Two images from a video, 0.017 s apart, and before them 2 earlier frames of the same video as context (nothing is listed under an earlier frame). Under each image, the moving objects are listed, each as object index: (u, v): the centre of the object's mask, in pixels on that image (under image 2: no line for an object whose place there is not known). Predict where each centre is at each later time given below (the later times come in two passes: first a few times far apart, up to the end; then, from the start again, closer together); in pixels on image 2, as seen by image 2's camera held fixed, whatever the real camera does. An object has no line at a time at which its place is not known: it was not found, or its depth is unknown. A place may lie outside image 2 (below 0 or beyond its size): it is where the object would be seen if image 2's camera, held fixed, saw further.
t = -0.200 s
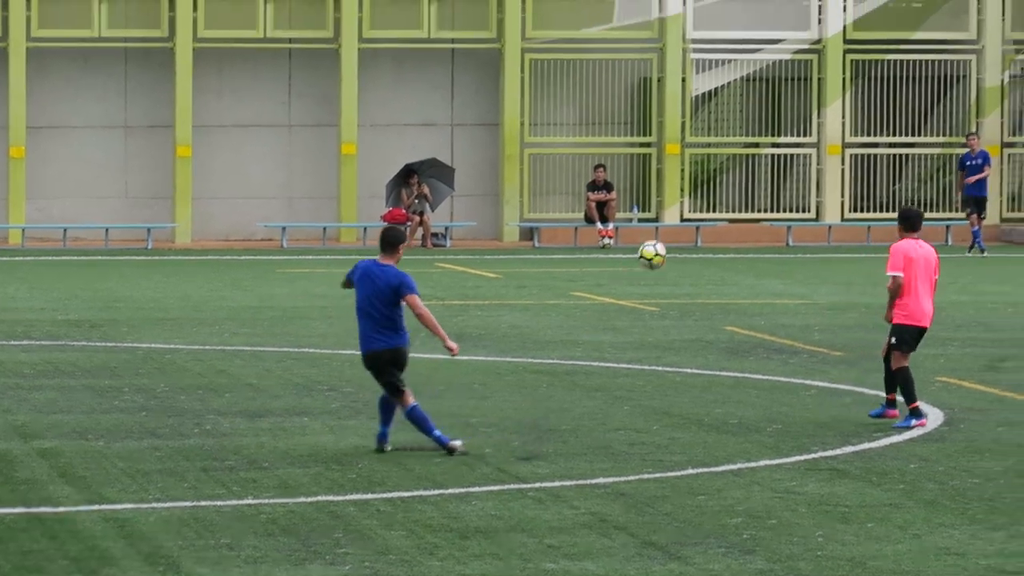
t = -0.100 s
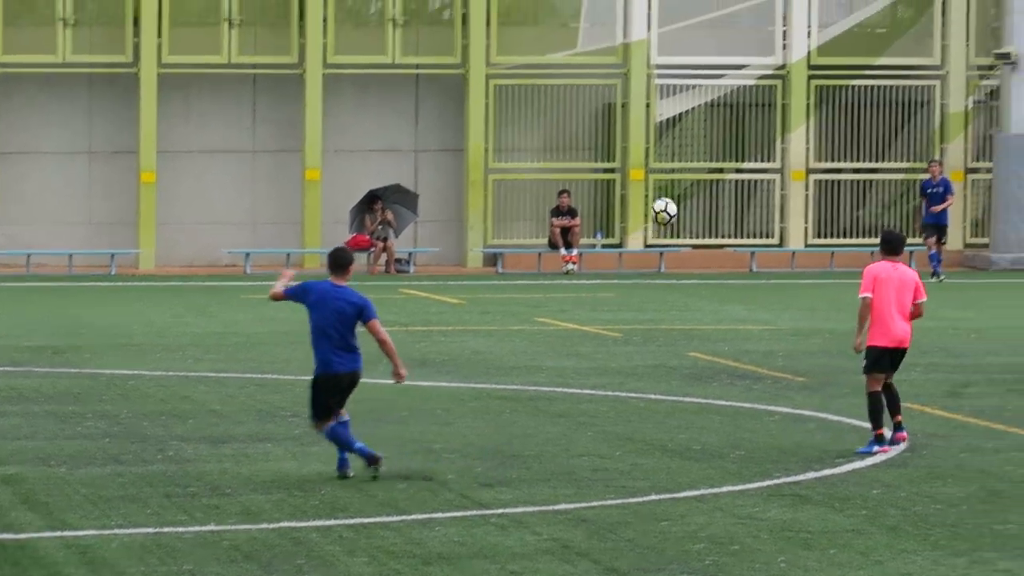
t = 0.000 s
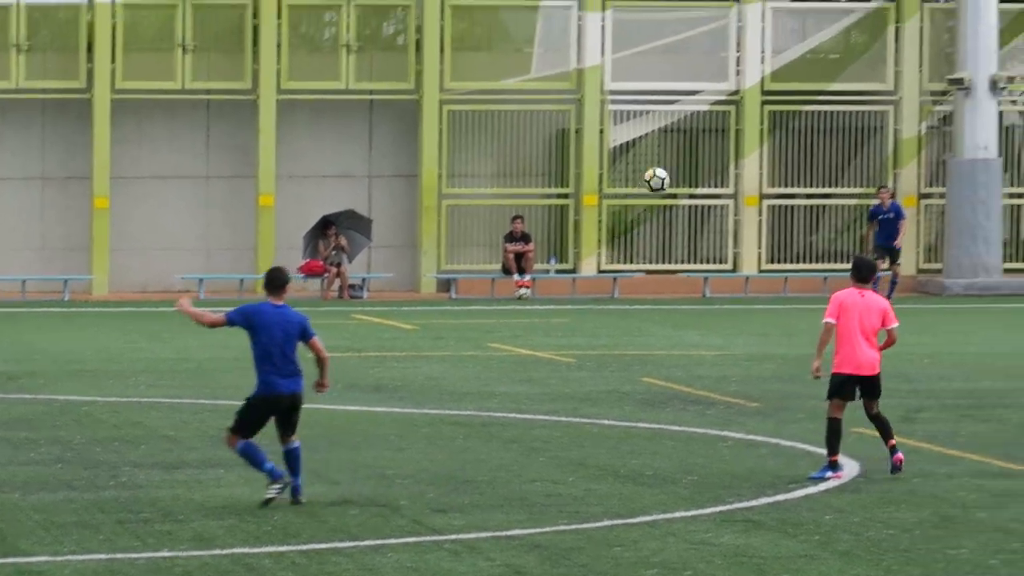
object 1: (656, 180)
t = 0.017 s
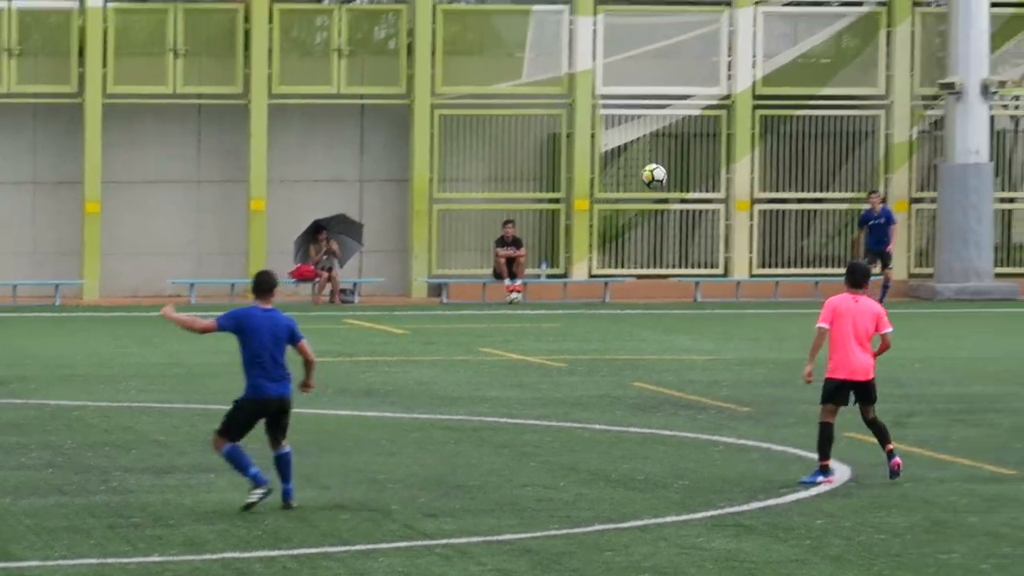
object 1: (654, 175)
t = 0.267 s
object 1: (725, 80)
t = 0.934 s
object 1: (820, 50)
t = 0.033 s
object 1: (660, 168)
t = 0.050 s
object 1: (665, 159)
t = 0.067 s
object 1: (671, 152)
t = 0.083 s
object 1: (676, 144)
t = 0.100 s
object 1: (681, 137)
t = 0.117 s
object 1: (686, 130)
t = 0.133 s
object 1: (691, 124)
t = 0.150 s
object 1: (697, 117)
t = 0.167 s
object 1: (701, 112)
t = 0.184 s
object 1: (705, 106)
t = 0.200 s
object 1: (709, 101)
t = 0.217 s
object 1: (713, 95)
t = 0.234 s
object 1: (718, 90)
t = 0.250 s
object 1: (722, 86)
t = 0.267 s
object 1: (725, 80)
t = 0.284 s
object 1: (729, 76)
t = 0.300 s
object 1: (733, 72)
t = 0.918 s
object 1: (817, 48)
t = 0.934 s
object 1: (820, 50)
